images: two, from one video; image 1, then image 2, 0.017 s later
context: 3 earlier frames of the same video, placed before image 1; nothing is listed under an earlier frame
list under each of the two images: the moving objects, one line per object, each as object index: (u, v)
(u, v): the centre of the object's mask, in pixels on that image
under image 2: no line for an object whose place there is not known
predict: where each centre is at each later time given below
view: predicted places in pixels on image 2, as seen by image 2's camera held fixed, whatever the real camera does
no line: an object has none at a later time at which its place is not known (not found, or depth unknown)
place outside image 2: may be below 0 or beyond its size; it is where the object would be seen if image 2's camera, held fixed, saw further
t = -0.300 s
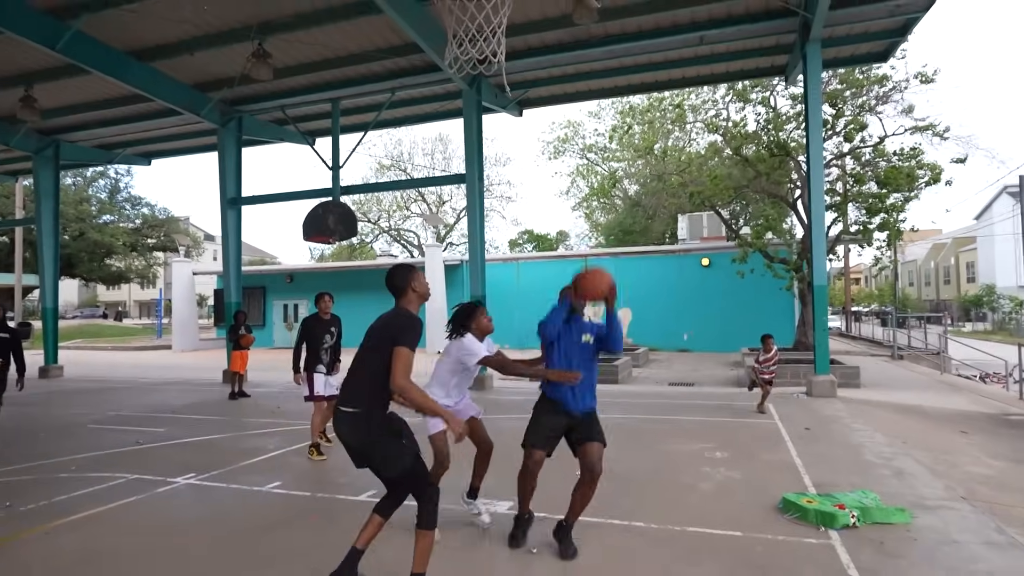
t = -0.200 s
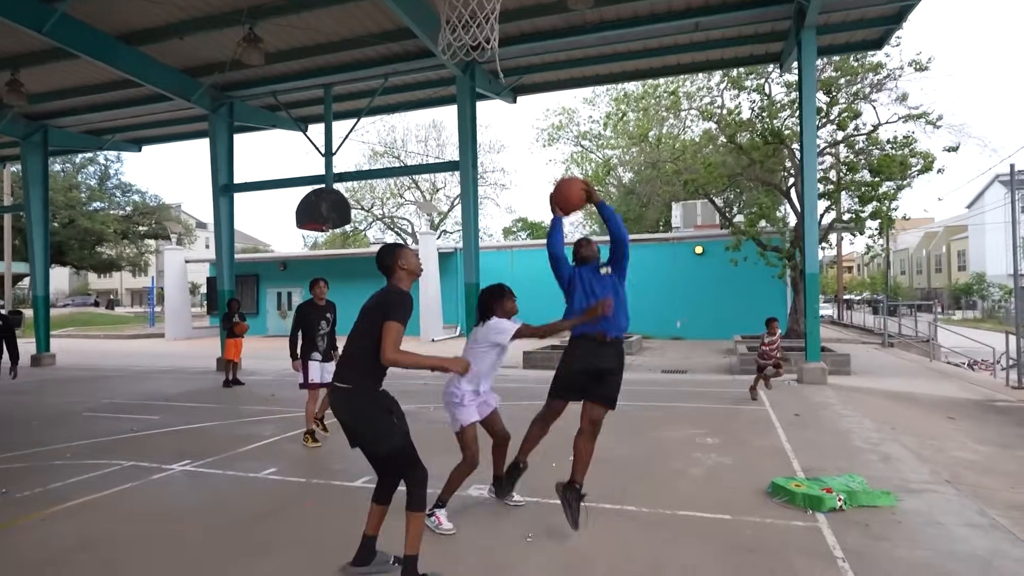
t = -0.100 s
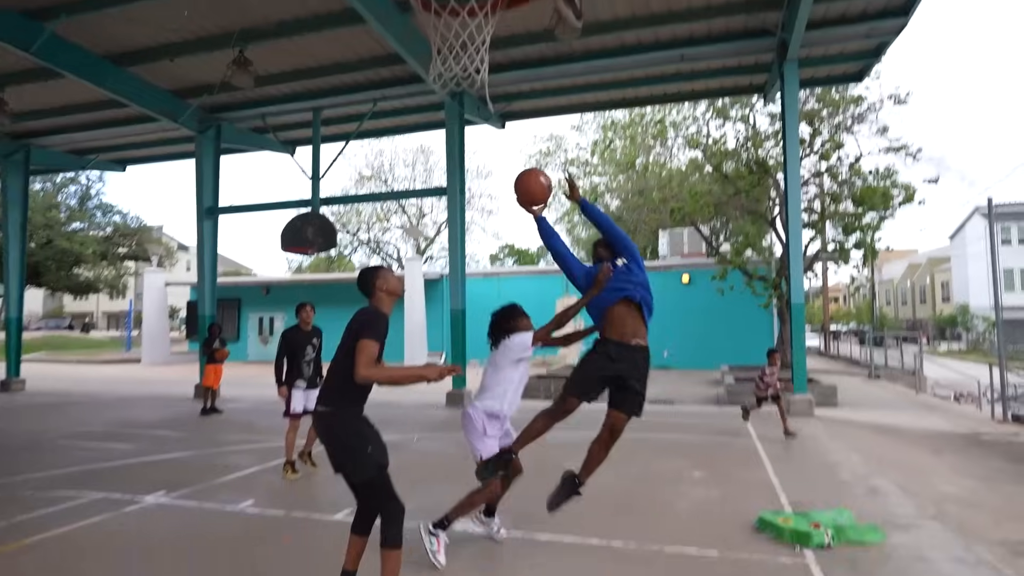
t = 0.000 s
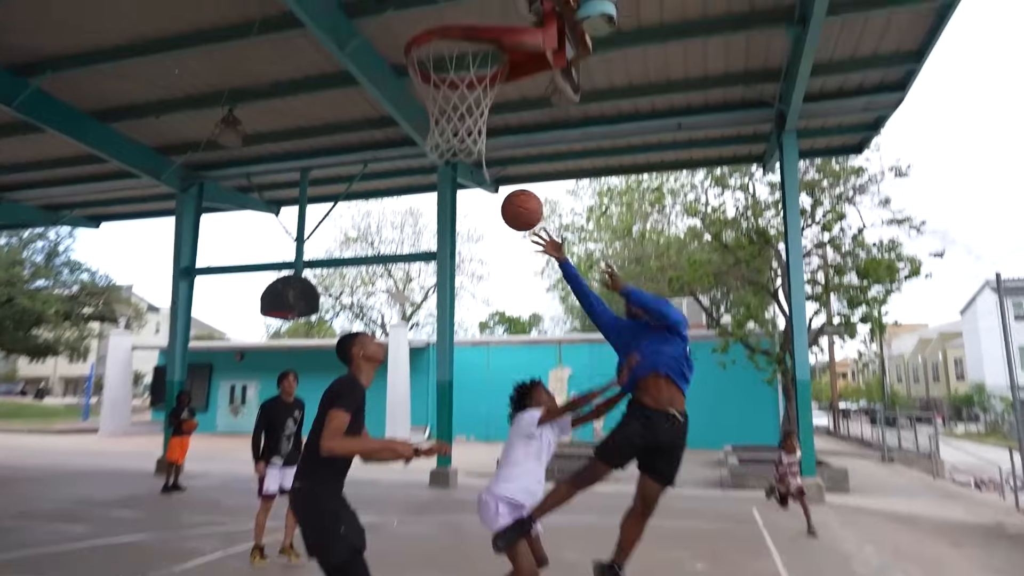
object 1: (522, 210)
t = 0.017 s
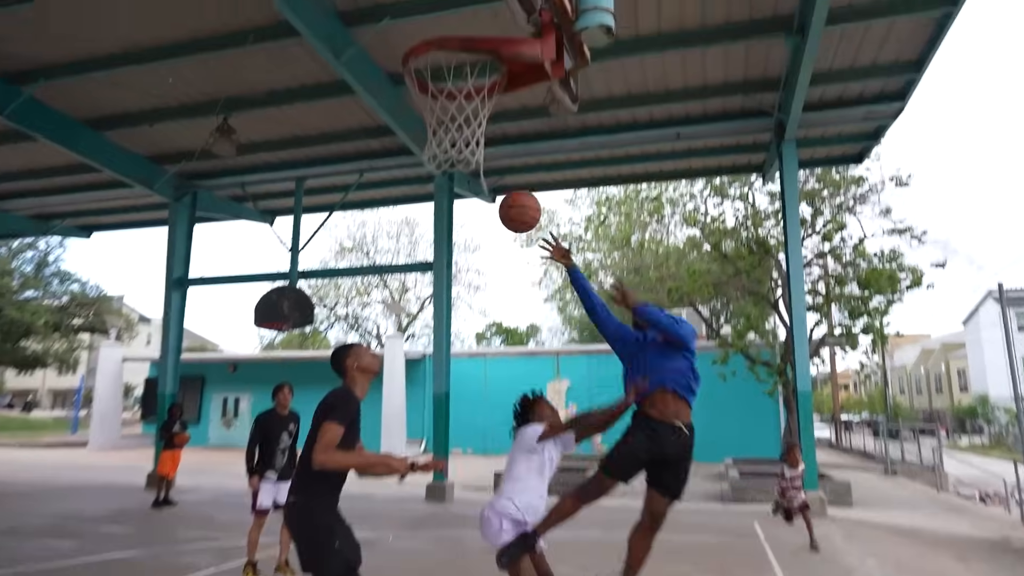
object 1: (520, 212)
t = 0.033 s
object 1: (520, 205)
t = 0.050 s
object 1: (521, 199)
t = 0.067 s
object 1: (523, 193)
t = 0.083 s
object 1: (525, 189)
